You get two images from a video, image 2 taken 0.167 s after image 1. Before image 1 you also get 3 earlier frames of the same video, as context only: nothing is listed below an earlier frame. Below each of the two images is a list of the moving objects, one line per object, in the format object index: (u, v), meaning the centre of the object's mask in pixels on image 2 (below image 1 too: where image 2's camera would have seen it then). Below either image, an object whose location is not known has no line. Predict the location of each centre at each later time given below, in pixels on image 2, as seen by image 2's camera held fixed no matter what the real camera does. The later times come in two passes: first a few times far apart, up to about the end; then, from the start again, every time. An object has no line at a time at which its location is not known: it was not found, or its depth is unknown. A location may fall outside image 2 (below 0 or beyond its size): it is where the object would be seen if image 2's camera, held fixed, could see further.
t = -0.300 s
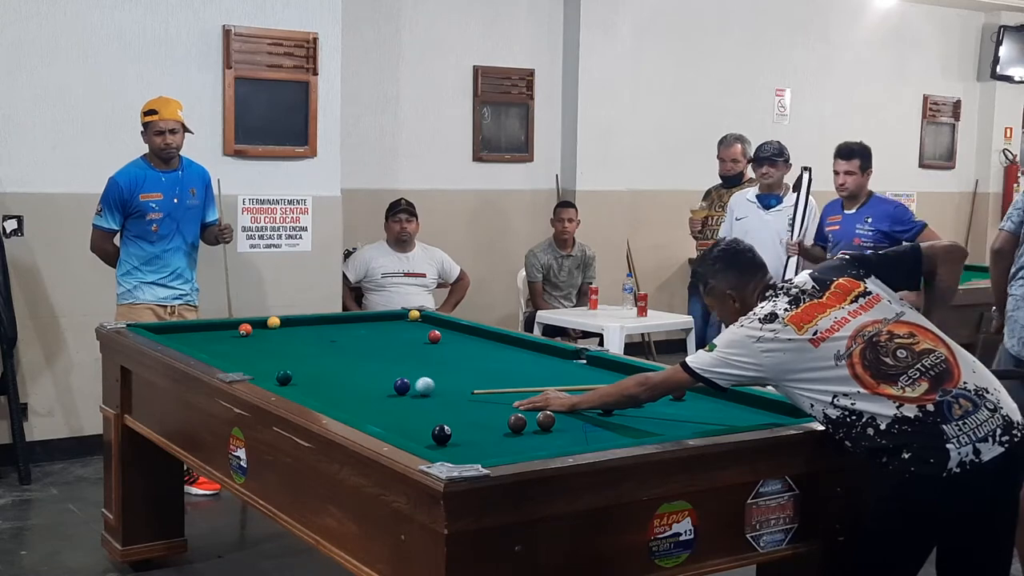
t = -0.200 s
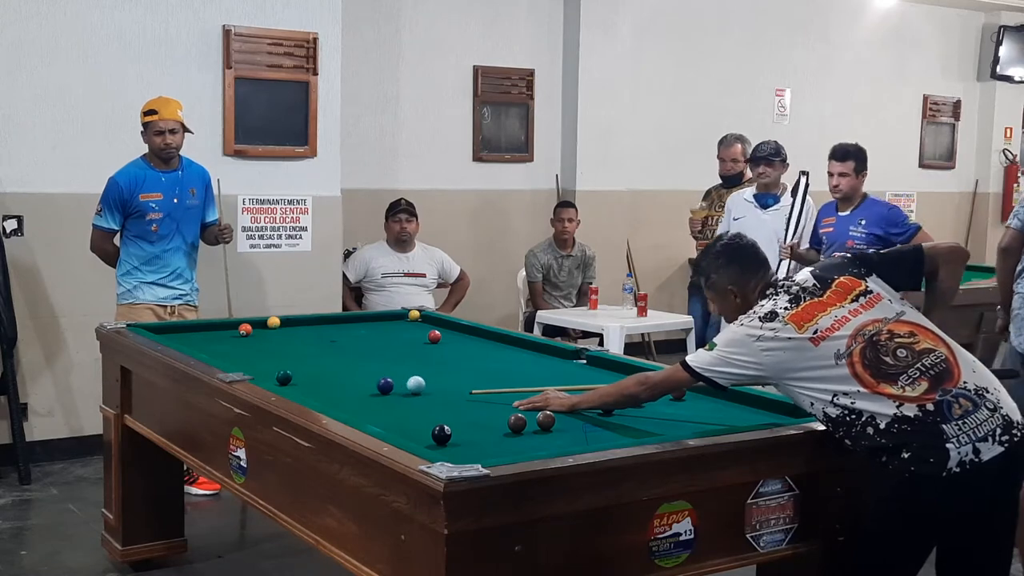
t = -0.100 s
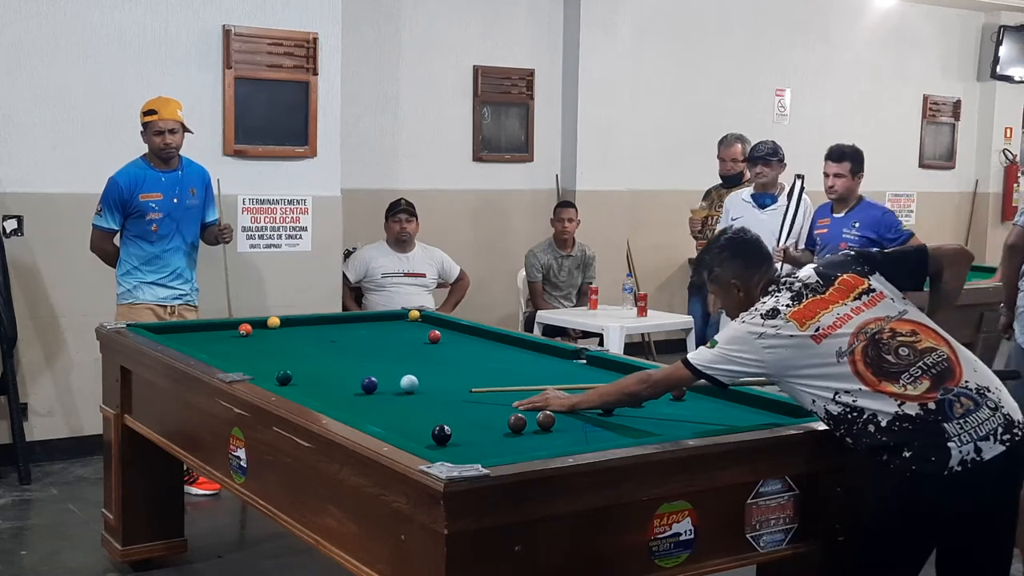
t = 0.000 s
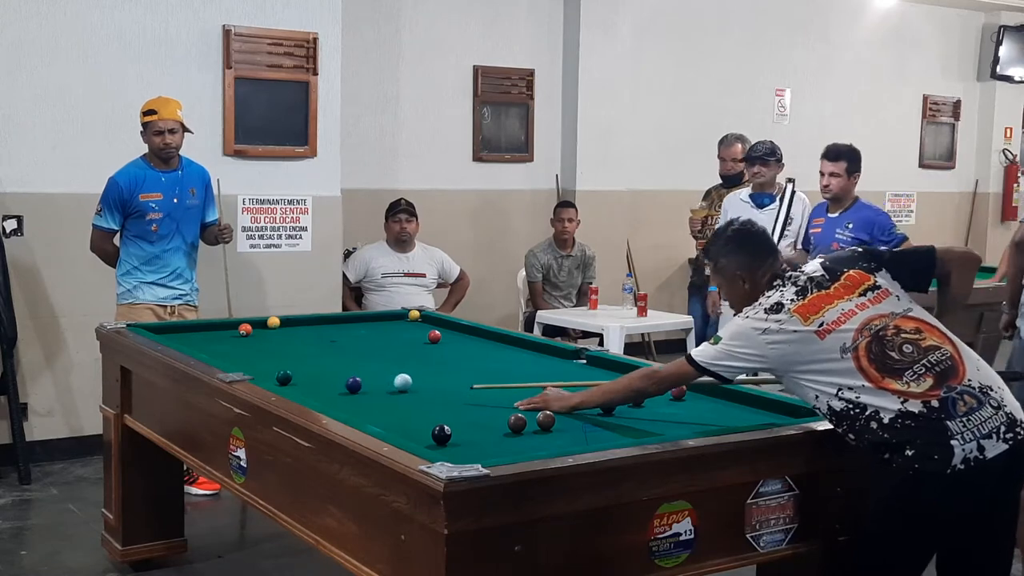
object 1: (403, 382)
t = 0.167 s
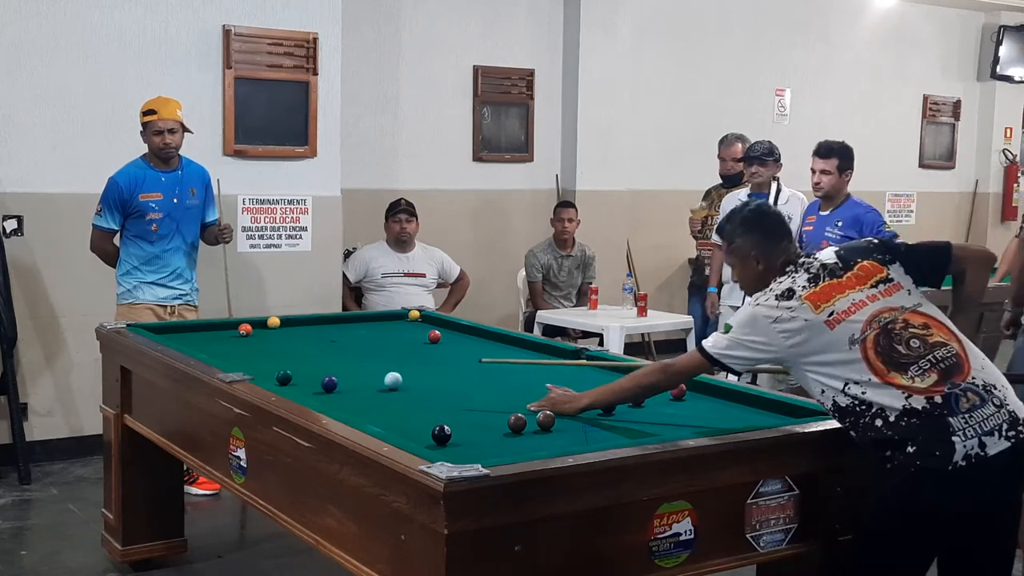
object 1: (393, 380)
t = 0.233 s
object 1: (389, 380)
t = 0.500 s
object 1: (376, 377)
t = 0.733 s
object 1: (367, 376)
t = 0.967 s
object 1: (359, 374)
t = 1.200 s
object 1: (353, 373)
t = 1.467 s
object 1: (347, 372)
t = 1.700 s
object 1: (343, 371)
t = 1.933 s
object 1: (341, 370)
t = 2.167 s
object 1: (340, 370)
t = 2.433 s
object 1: (340, 370)
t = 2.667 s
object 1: (340, 370)
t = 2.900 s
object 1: (340, 370)
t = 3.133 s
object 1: (340, 370)
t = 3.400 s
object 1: (340, 370)
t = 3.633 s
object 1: (340, 370)
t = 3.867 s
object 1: (340, 370)
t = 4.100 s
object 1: (340, 370)
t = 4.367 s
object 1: (340, 370)
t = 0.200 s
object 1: (391, 380)
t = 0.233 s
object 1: (389, 380)
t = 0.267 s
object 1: (387, 379)
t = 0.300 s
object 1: (386, 379)
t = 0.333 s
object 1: (384, 379)
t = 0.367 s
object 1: (383, 378)
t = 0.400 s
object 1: (381, 378)
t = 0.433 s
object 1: (379, 378)
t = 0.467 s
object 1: (378, 378)
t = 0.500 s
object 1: (376, 377)
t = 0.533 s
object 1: (375, 377)
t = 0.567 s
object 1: (373, 377)
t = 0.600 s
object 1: (372, 376)
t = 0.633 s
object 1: (371, 376)
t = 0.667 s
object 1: (369, 376)
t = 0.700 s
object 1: (368, 376)
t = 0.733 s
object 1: (367, 376)
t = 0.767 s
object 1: (366, 375)
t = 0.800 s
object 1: (365, 375)
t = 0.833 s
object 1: (364, 375)
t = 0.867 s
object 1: (362, 375)
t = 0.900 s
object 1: (361, 374)
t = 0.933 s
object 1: (360, 374)
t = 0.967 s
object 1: (359, 374)
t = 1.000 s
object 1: (358, 374)
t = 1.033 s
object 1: (357, 374)
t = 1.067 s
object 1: (356, 373)
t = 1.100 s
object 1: (355, 373)
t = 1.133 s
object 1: (354, 373)
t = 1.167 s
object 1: (353, 373)
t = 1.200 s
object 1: (353, 373)
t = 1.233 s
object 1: (352, 372)
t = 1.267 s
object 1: (351, 372)
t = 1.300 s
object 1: (350, 372)
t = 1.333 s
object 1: (349, 372)
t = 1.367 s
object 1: (349, 372)
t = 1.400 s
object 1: (348, 372)
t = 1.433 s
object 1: (347, 372)
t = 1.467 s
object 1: (347, 372)
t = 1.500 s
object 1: (346, 371)
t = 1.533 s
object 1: (346, 371)
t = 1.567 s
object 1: (345, 371)
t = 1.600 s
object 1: (345, 371)
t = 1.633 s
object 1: (344, 371)
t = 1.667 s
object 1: (344, 371)
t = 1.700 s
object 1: (343, 371)
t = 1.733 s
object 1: (343, 371)
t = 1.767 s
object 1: (342, 371)
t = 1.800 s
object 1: (342, 371)
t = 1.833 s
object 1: (342, 370)
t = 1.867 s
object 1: (342, 370)
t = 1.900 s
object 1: (341, 370)
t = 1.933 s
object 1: (341, 370)
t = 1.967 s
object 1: (341, 370)
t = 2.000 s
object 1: (340, 370)
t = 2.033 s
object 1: (340, 370)
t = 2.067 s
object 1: (340, 370)
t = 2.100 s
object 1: (340, 370)
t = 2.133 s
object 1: (340, 370)
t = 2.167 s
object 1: (340, 370)
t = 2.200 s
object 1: (340, 370)
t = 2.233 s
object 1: (340, 370)
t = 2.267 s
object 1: (340, 370)
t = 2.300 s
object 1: (340, 370)
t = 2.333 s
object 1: (340, 370)
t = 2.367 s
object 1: (340, 370)
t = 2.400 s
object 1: (340, 370)
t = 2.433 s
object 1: (340, 370)
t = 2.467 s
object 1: (340, 370)
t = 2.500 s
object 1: (340, 370)
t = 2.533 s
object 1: (340, 370)
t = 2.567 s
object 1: (340, 370)
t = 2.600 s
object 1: (340, 370)
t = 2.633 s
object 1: (340, 370)
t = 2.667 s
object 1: (340, 370)
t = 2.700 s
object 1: (340, 370)
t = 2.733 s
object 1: (340, 370)
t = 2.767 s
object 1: (340, 370)
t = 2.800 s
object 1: (340, 370)
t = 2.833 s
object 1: (340, 370)
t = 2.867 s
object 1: (340, 370)
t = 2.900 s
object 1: (340, 370)
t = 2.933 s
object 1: (340, 370)
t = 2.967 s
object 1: (340, 370)
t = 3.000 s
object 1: (340, 370)
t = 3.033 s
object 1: (340, 370)
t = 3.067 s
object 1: (340, 370)
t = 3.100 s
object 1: (340, 370)
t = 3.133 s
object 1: (340, 370)
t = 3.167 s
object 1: (340, 370)
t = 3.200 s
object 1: (340, 370)
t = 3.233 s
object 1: (340, 370)
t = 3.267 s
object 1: (340, 370)
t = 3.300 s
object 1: (340, 370)
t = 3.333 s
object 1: (340, 370)
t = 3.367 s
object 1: (340, 370)
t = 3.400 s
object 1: (340, 370)
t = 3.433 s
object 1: (340, 370)
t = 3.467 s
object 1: (340, 370)
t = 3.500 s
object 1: (340, 370)
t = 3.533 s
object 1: (340, 370)
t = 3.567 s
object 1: (340, 370)
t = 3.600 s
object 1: (340, 370)
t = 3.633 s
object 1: (340, 370)
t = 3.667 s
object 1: (340, 370)
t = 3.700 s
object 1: (340, 370)
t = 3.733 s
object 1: (340, 370)
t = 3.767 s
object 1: (340, 370)
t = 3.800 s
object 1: (340, 370)
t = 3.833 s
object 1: (340, 370)
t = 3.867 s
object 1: (340, 370)
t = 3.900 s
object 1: (340, 370)
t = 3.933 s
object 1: (340, 370)
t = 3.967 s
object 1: (340, 370)
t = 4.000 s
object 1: (340, 370)
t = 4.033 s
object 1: (340, 370)
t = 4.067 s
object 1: (340, 370)
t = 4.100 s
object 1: (340, 370)
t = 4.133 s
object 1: (340, 370)
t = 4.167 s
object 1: (340, 370)
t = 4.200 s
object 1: (340, 370)
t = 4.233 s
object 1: (340, 370)
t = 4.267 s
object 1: (340, 370)
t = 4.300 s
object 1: (340, 370)
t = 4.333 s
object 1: (340, 370)
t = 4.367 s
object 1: (340, 370)
